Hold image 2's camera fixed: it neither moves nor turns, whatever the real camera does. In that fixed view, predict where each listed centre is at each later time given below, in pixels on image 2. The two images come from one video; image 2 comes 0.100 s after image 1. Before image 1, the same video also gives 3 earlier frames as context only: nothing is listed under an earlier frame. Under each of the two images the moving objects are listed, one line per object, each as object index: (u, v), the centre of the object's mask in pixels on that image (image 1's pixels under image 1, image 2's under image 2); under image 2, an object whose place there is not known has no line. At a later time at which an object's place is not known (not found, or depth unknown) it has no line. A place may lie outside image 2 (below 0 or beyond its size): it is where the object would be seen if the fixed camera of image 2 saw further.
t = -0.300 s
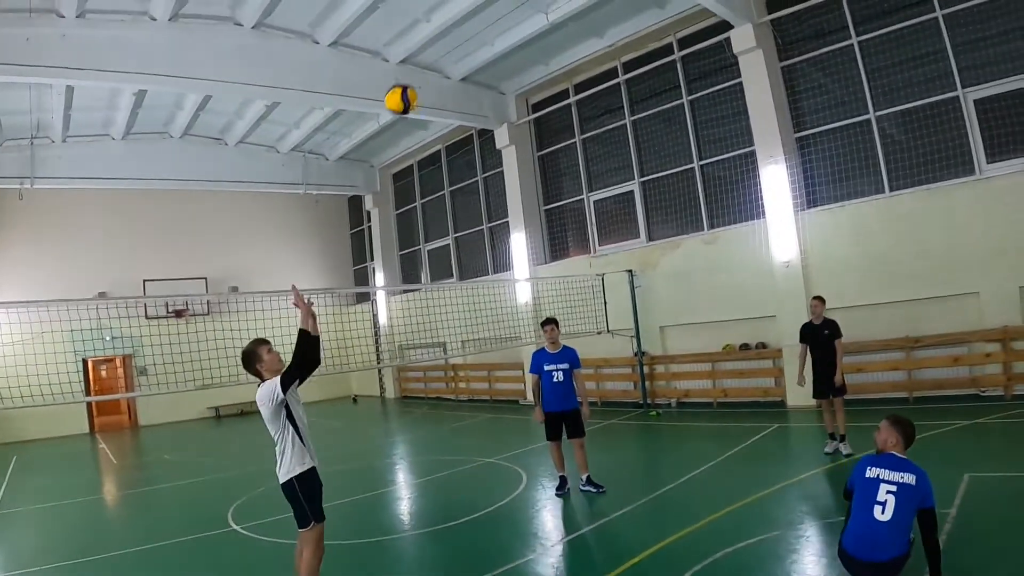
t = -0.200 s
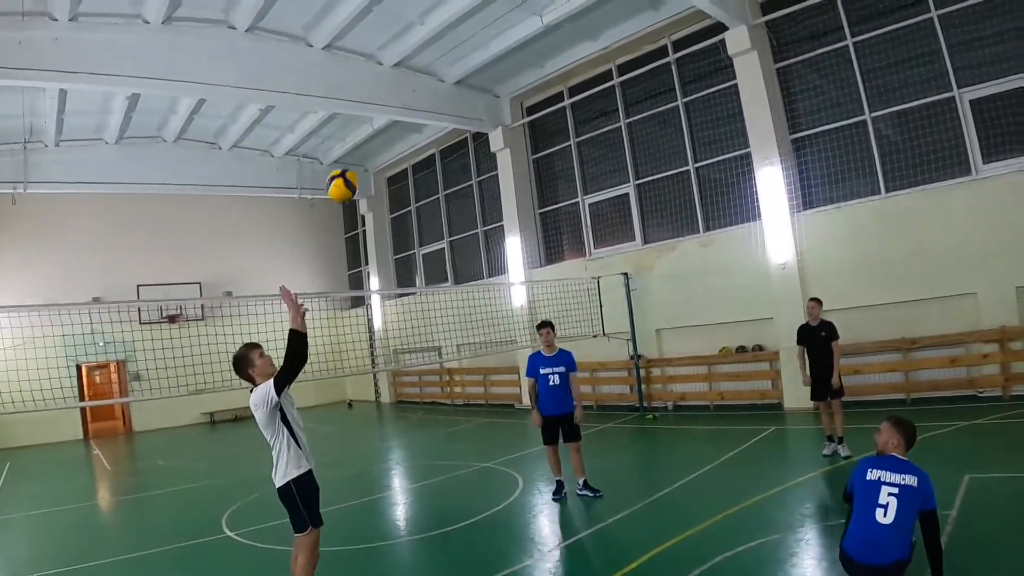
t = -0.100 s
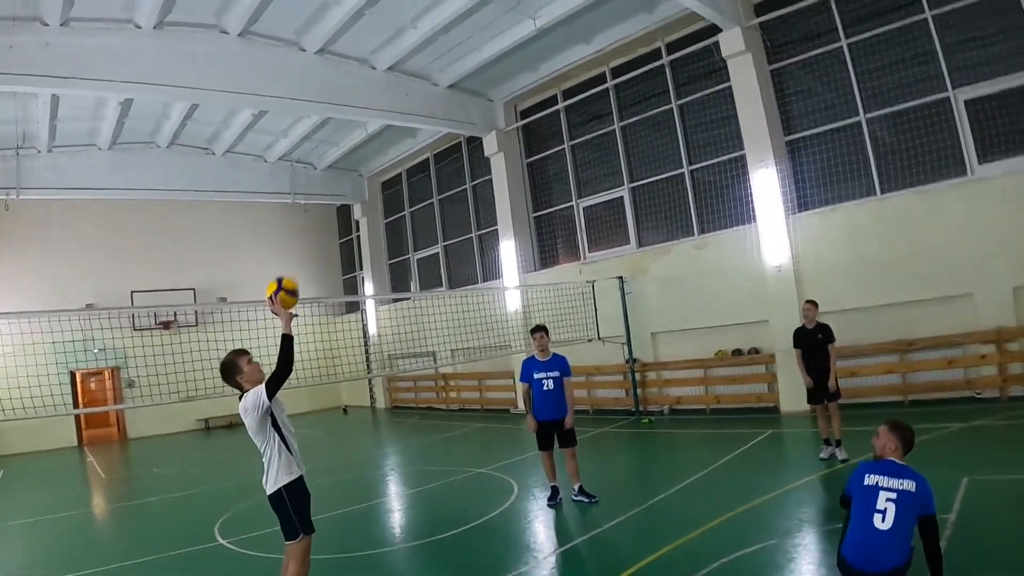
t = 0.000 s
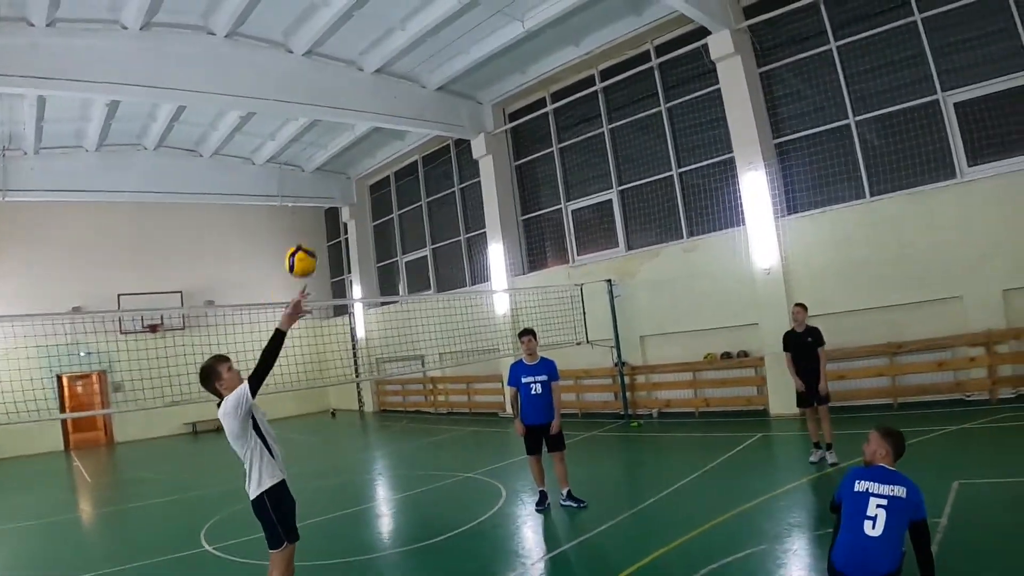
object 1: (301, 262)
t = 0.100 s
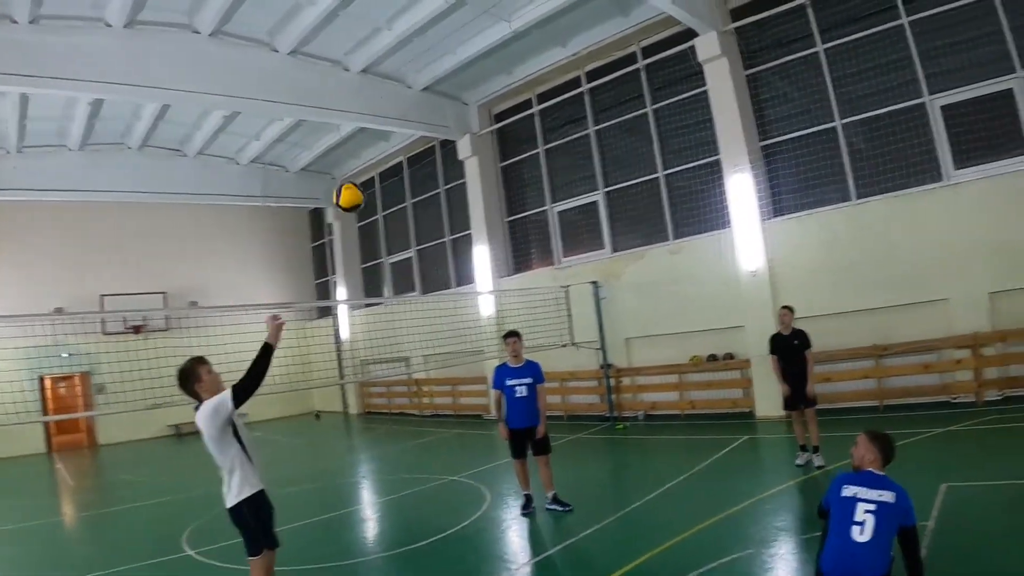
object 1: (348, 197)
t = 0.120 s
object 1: (361, 186)
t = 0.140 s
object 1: (373, 177)
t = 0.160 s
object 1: (384, 169)
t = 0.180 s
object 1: (396, 160)
